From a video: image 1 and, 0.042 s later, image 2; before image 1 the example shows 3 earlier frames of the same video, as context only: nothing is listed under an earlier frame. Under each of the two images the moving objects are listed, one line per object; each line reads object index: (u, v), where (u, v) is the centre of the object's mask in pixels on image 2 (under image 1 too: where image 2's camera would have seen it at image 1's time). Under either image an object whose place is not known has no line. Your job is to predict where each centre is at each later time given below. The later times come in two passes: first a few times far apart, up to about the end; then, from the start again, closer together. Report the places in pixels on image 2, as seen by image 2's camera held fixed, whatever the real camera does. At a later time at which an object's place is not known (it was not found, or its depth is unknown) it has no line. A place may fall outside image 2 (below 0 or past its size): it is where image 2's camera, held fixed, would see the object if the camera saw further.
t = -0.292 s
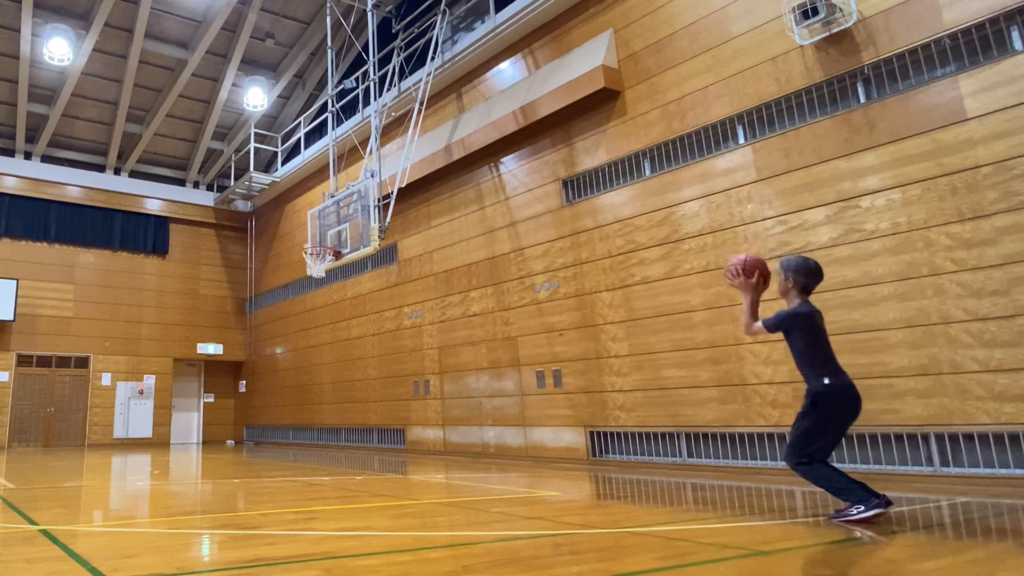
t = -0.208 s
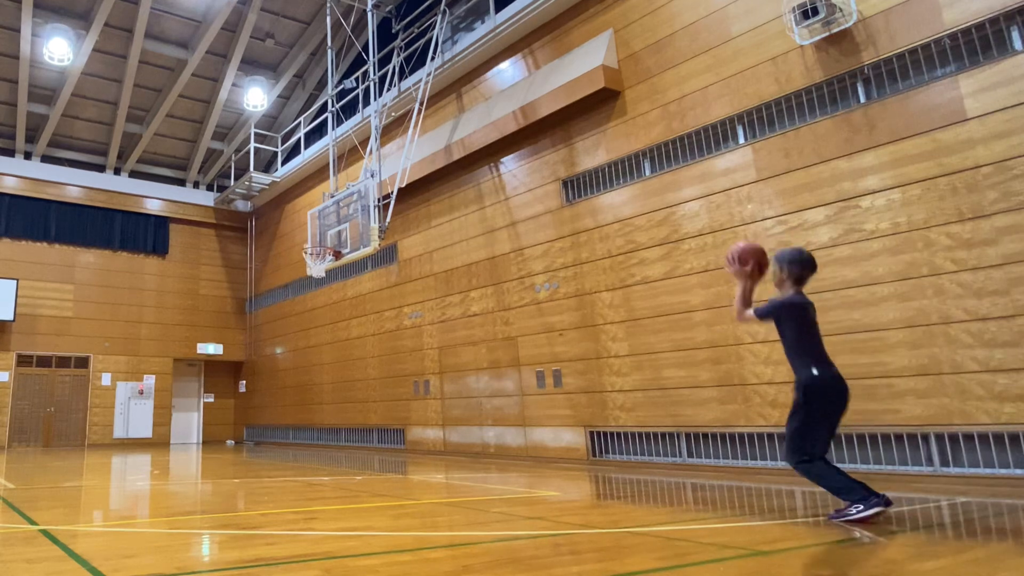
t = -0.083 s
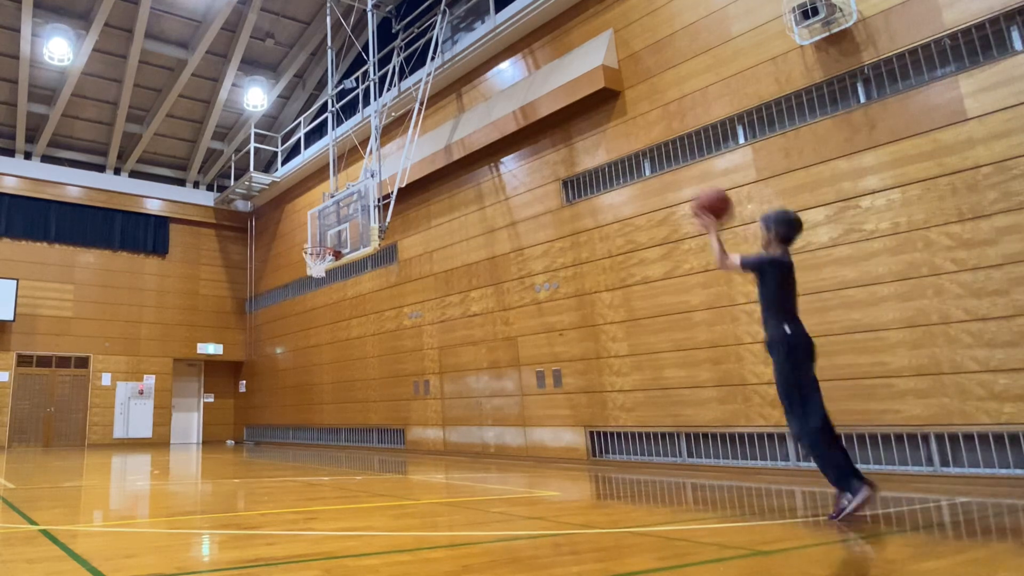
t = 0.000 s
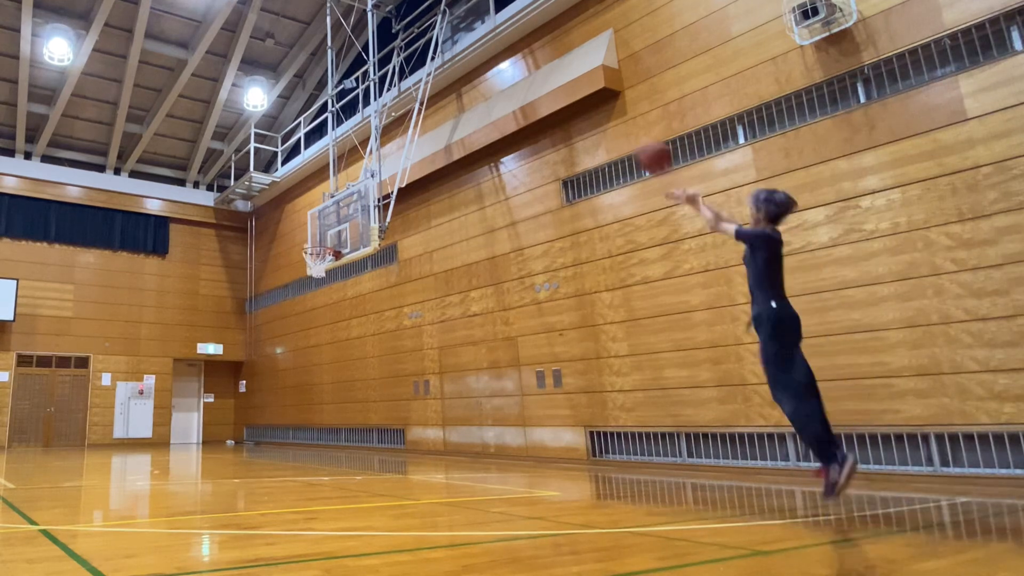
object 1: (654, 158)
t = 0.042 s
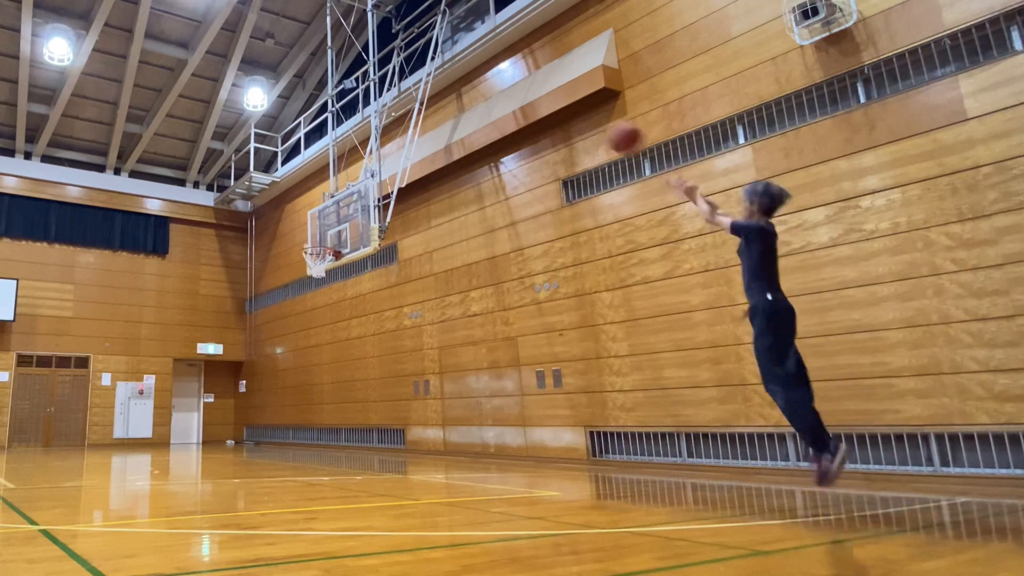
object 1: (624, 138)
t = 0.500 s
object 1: (434, 96)
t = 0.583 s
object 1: (412, 107)
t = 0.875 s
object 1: (354, 175)
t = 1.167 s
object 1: (314, 263)
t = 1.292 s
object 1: (308, 268)
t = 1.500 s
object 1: (320, 275)
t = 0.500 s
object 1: (434, 96)
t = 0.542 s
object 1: (423, 101)
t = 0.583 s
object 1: (412, 107)
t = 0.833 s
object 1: (361, 162)
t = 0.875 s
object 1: (354, 175)
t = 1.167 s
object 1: (314, 263)
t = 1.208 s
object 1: (313, 264)
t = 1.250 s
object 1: (310, 266)
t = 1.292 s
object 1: (308, 268)
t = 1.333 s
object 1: (310, 268)
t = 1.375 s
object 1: (312, 269)
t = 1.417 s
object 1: (314, 269)
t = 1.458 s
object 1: (317, 270)
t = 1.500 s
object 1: (320, 275)
